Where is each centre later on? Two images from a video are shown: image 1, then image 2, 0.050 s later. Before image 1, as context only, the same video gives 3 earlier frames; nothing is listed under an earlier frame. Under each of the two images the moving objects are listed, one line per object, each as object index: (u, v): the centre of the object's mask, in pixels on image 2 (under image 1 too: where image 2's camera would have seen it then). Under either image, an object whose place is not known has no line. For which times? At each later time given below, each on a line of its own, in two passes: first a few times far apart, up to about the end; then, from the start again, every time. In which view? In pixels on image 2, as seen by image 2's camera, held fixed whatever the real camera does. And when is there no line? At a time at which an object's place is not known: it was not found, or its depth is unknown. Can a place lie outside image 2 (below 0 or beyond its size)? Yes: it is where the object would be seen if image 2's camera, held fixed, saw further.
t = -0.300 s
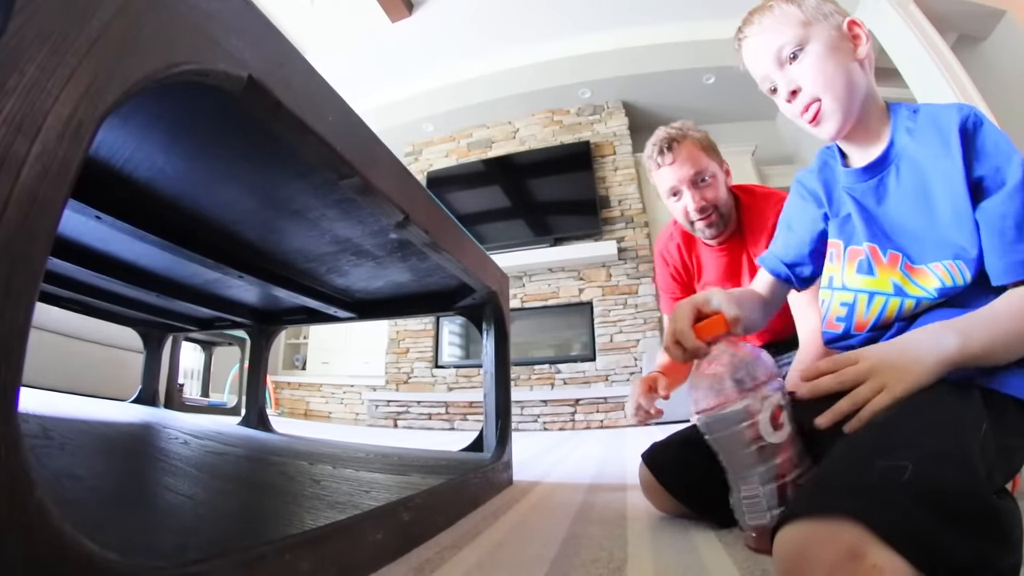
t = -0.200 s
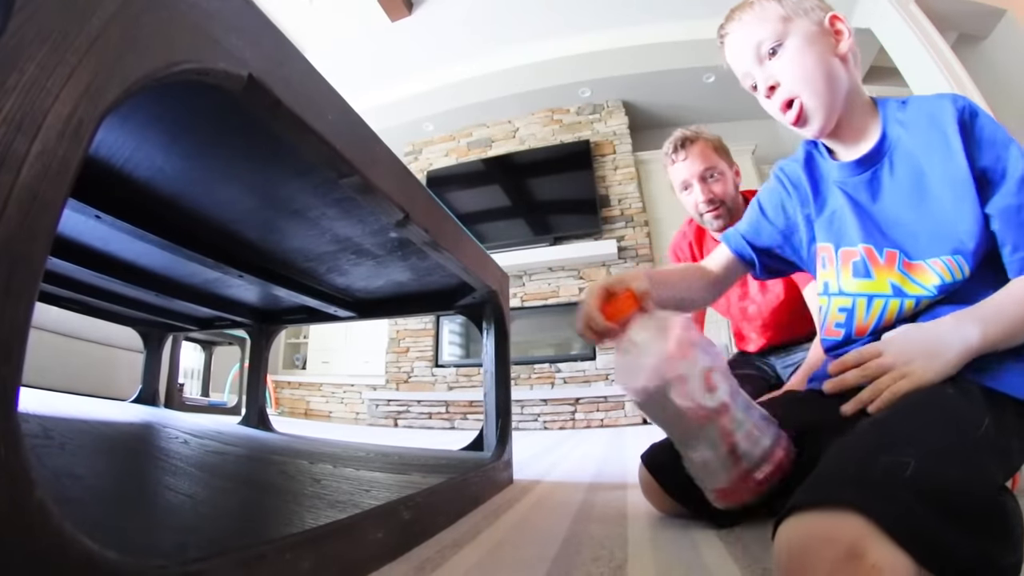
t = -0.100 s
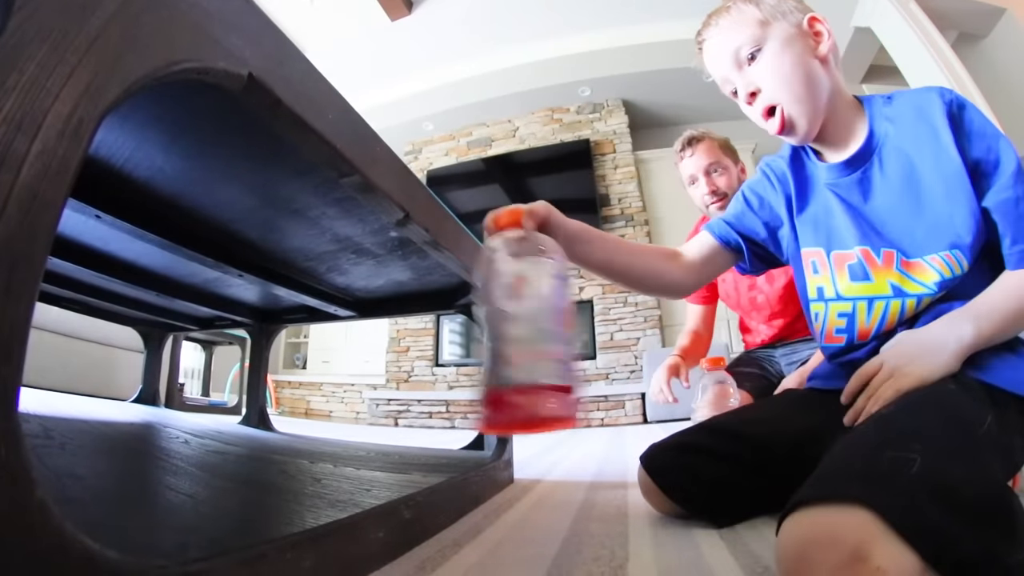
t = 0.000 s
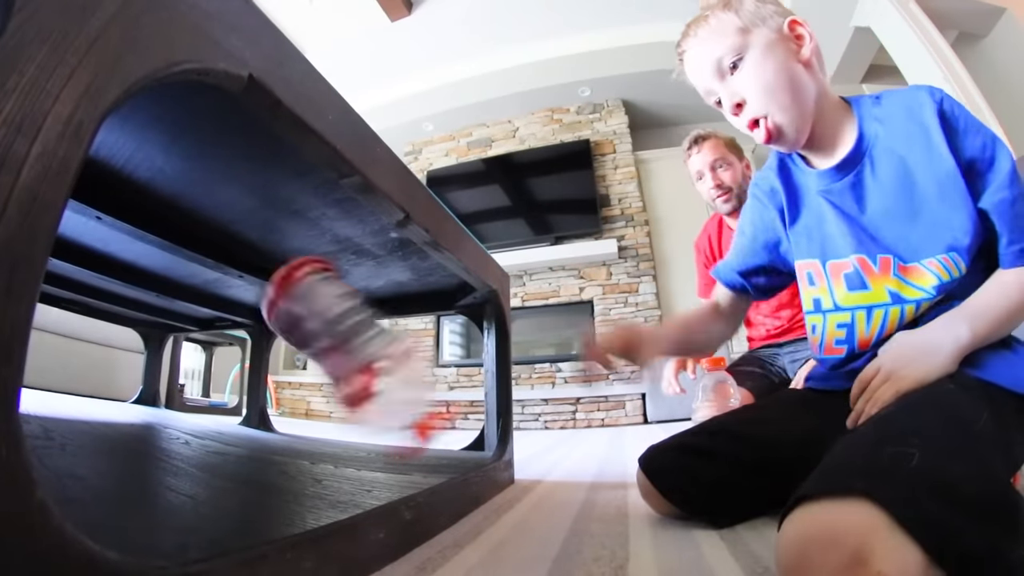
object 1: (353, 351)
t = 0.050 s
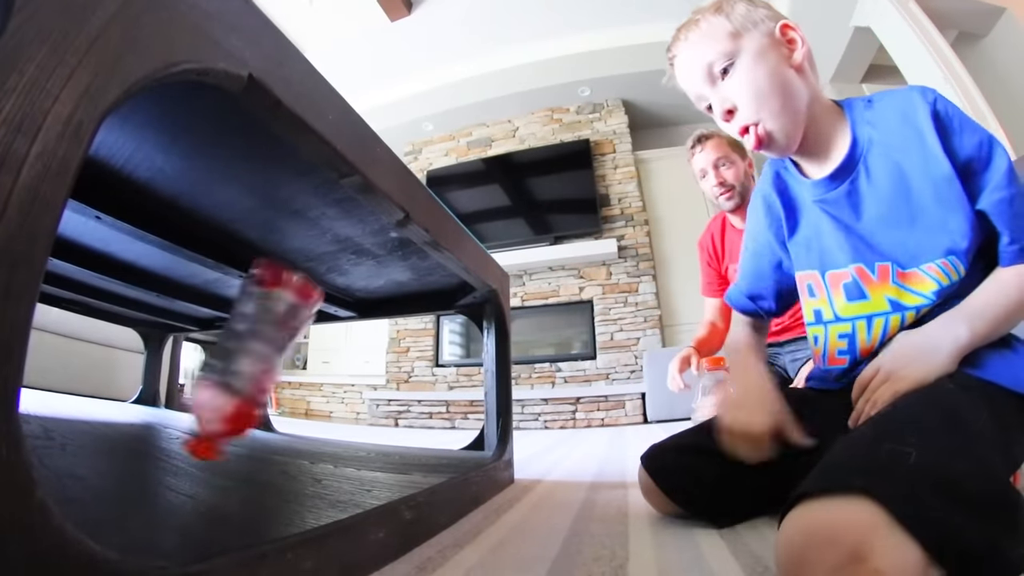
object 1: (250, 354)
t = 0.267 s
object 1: (120, 414)
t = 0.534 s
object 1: (47, 394)
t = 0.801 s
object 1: (32, 387)
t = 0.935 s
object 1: (28, 385)
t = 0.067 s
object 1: (229, 356)
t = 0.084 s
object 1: (214, 358)
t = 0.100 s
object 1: (203, 363)
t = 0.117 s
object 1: (192, 373)
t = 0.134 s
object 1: (179, 387)
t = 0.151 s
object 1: (167, 404)
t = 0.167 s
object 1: (156, 416)
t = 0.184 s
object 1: (149, 418)
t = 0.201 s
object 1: (143, 414)
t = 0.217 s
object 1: (136, 415)
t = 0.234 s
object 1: (131, 416)
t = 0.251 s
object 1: (125, 415)
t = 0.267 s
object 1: (120, 414)
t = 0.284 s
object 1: (115, 412)
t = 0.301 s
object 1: (109, 410)
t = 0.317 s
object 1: (104, 410)
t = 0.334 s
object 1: (99, 409)
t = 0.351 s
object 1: (95, 407)
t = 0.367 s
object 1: (91, 405)
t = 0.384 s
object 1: (87, 405)
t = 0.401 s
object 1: (83, 404)
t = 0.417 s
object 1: (78, 403)
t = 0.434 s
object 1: (74, 402)
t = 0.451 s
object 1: (69, 402)
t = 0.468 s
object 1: (63, 400)
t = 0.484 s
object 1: (58, 398)
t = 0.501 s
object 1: (54, 397)
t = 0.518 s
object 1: (51, 395)
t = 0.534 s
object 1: (47, 394)
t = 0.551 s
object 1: (45, 393)
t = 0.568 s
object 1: (44, 392)
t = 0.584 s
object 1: (43, 392)
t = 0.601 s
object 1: (42, 391)
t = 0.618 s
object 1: (42, 391)
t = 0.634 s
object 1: (41, 390)
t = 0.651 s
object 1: (40, 390)
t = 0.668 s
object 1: (39, 389)
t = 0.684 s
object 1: (38, 389)
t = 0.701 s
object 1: (37, 389)
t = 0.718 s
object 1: (36, 388)
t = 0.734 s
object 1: (35, 387)
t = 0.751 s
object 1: (34, 387)
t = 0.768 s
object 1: (34, 387)
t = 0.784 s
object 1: (32, 387)
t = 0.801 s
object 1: (32, 387)
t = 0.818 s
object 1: (31, 387)
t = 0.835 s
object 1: (30, 386)
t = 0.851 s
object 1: (30, 386)
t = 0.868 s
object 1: (29, 385)
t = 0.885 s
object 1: (28, 385)
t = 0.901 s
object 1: (28, 385)
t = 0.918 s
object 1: (28, 386)
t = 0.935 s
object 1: (28, 385)
